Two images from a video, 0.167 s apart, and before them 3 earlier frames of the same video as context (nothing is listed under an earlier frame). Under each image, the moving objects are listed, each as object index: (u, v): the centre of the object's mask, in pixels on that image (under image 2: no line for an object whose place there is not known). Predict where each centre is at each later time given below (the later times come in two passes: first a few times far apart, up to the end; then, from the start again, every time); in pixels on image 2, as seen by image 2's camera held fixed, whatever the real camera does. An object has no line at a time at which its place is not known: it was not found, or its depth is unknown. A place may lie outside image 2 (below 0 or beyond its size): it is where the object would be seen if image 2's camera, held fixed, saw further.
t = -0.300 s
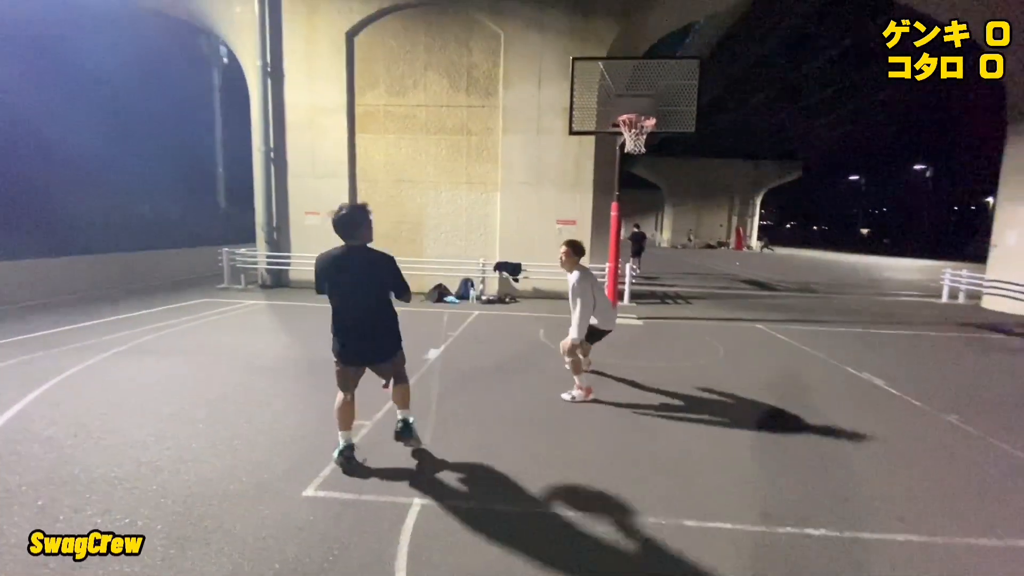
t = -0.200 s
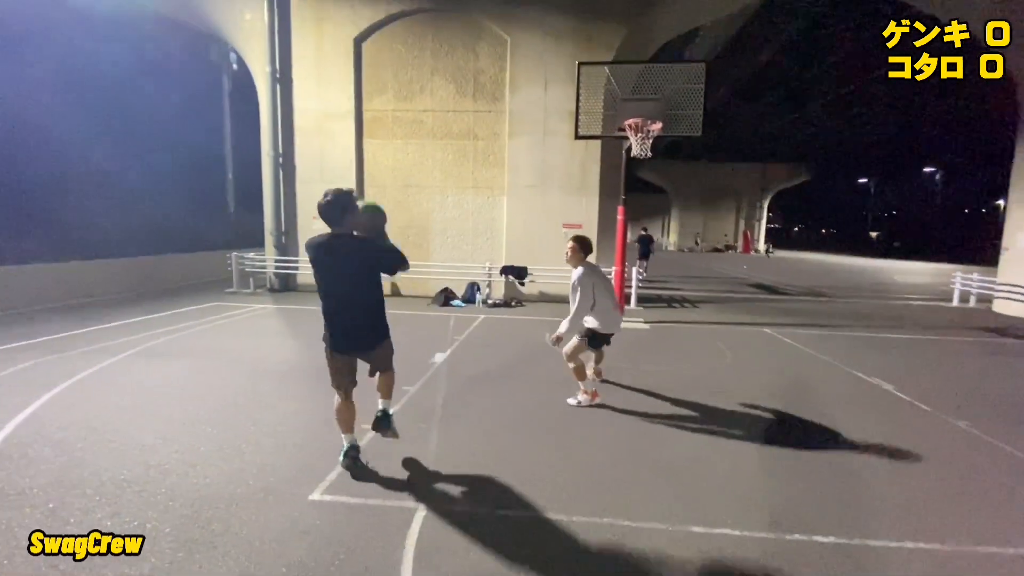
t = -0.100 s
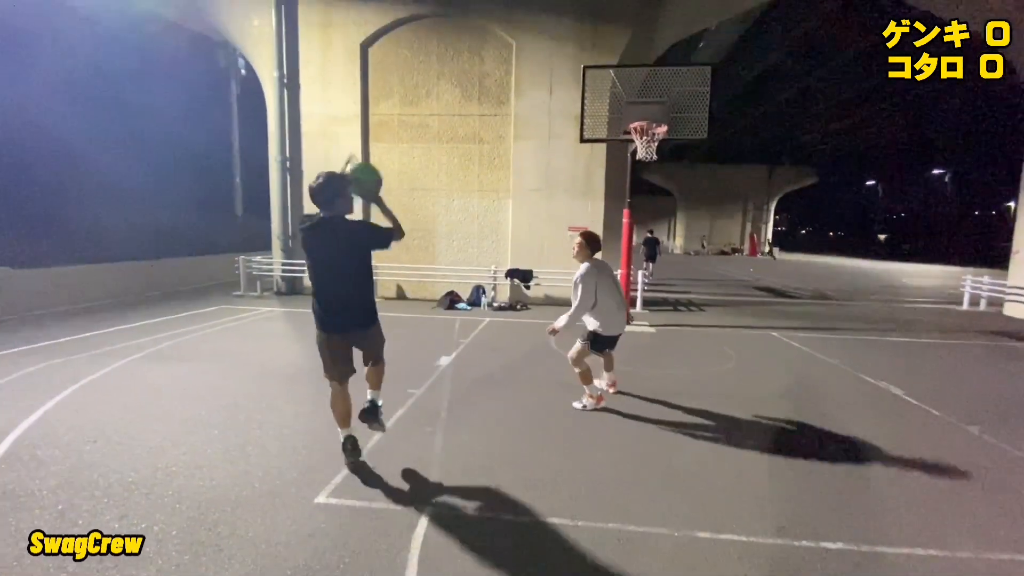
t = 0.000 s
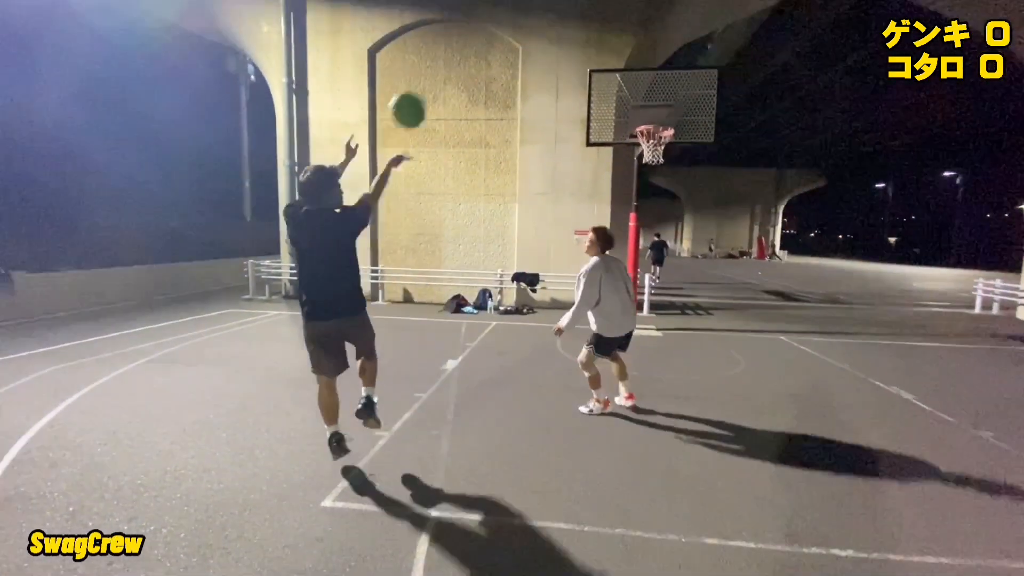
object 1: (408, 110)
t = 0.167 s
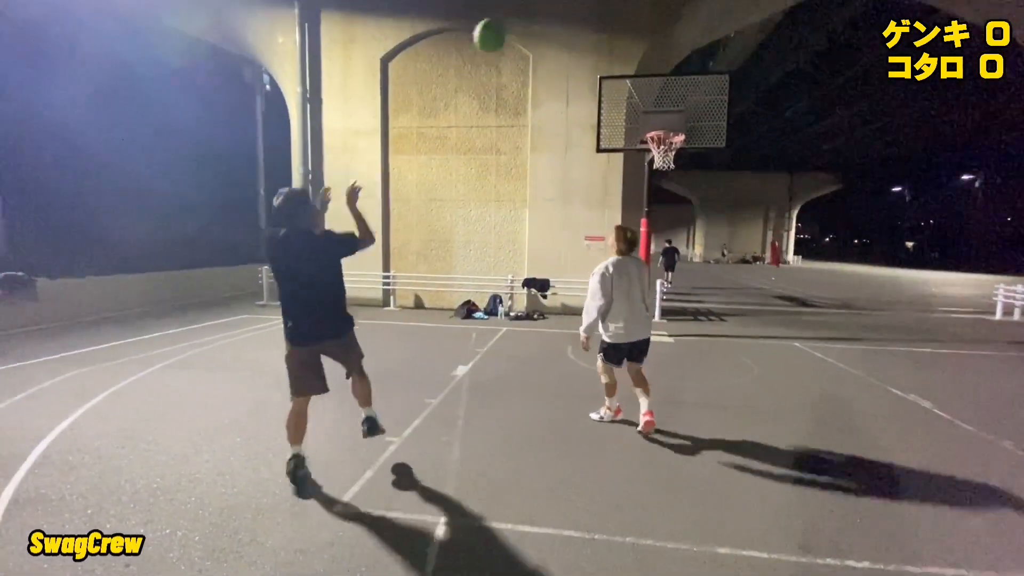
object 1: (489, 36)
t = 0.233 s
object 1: (510, 18)
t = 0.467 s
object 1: (576, 5)
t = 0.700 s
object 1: (621, 42)
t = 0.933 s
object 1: (653, 112)
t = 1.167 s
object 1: (658, 141)
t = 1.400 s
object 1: (665, 153)
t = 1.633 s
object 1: (673, 162)
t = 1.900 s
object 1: (664, 217)
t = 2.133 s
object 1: (659, 312)
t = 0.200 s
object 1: (500, 27)
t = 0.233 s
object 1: (510, 18)
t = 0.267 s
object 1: (521, 13)
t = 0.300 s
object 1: (531, 9)
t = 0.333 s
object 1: (540, 6)
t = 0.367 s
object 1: (552, 4)
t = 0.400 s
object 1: (559, 3)
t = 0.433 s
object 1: (567, 3)
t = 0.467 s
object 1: (576, 5)
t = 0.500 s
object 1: (582, 8)
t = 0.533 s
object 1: (589, 12)
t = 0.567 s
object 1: (597, 17)
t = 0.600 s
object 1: (604, 22)
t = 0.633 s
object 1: (608, 27)
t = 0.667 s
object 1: (612, 34)
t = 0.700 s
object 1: (621, 42)
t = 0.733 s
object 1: (627, 51)
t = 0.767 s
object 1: (632, 61)
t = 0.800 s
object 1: (635, 69)
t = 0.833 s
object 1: (640, 79)
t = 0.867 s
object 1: (644, 89)
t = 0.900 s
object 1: (649, 101)
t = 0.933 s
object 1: (653, 112)
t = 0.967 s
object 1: (655, 123)
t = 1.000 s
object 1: (660, 131)
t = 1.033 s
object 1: (671, 133)
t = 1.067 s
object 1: (671, 134)
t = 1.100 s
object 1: (666, 134)
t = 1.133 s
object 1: (661, 137)
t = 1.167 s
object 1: (658, 141)
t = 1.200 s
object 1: (654, 144)
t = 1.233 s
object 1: (654, 147)
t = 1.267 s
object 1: (654, 149)
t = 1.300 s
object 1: (658, 150)
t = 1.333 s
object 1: (656, 148)
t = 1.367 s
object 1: (663, 151)
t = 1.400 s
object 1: (665, 153)
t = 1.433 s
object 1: (670, 154)
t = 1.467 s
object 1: (673, 155)
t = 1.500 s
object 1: (674, 155)
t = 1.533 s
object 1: (675, 156)
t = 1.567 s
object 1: (674, 157)
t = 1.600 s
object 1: (673, 159)
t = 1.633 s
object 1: (673, 162)
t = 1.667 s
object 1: (672, 166)
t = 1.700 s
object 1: (671, 171)
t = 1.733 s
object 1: (670, 177)
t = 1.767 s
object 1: (669, 183)
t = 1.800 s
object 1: (669, 191)
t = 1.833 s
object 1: (669, 199)
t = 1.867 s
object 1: (667, 208)
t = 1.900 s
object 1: (664, 217)
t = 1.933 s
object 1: (664, 230)
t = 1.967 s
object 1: (665, 240)
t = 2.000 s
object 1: (664, 253)
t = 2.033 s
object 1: (662, 266)
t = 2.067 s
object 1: (661, 280)
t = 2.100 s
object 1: (660, 296)
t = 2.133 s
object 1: (659, 312)
